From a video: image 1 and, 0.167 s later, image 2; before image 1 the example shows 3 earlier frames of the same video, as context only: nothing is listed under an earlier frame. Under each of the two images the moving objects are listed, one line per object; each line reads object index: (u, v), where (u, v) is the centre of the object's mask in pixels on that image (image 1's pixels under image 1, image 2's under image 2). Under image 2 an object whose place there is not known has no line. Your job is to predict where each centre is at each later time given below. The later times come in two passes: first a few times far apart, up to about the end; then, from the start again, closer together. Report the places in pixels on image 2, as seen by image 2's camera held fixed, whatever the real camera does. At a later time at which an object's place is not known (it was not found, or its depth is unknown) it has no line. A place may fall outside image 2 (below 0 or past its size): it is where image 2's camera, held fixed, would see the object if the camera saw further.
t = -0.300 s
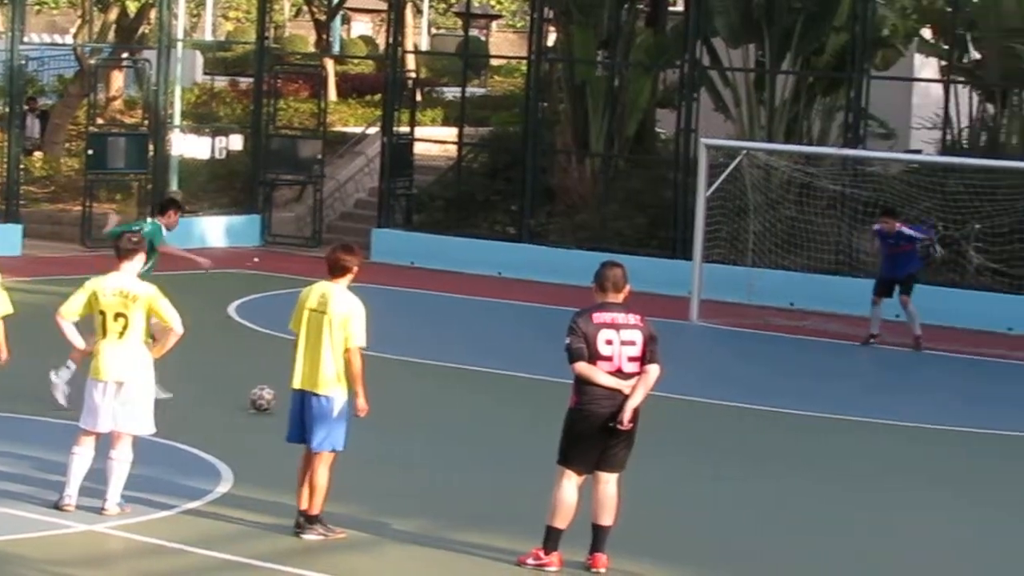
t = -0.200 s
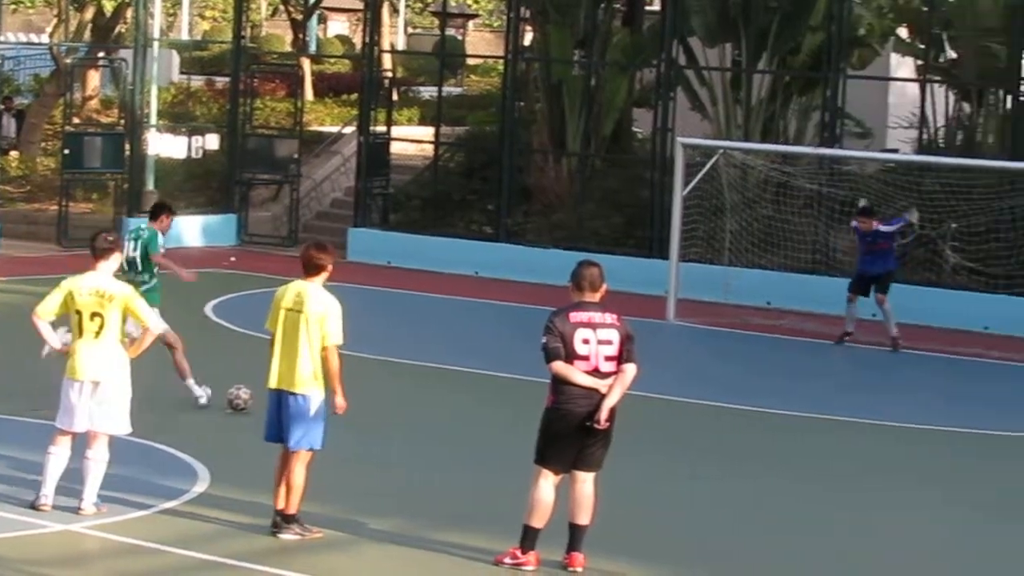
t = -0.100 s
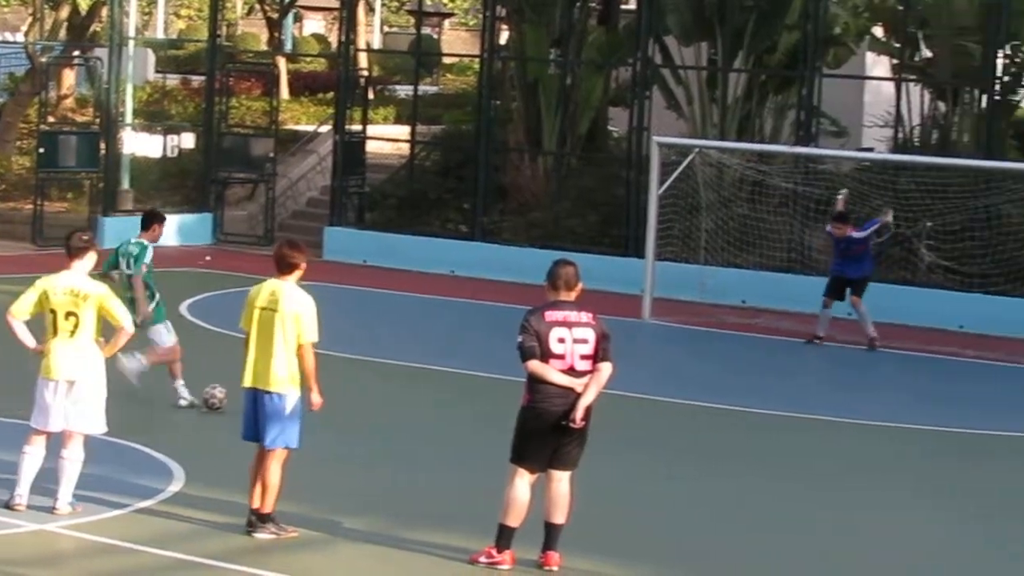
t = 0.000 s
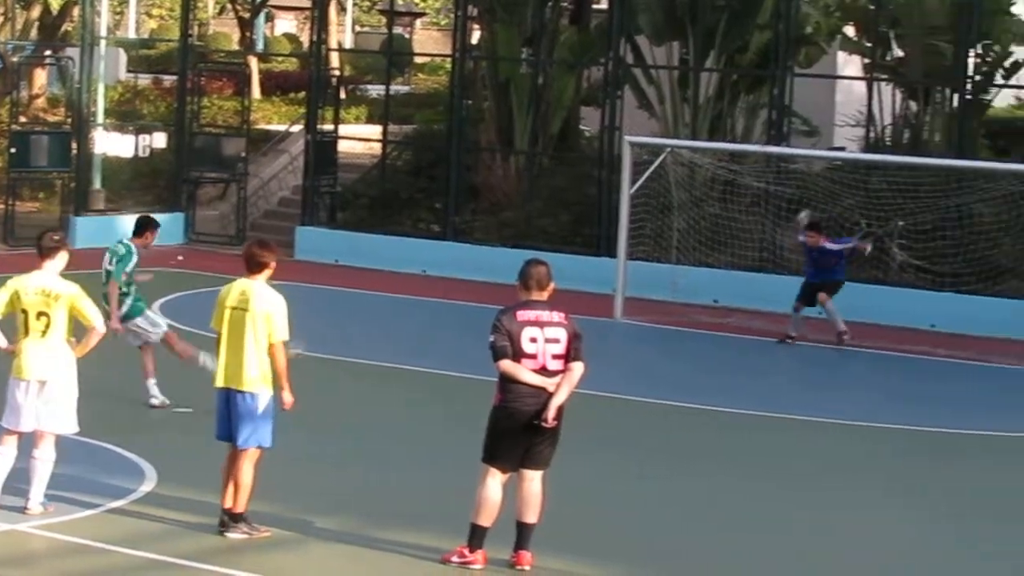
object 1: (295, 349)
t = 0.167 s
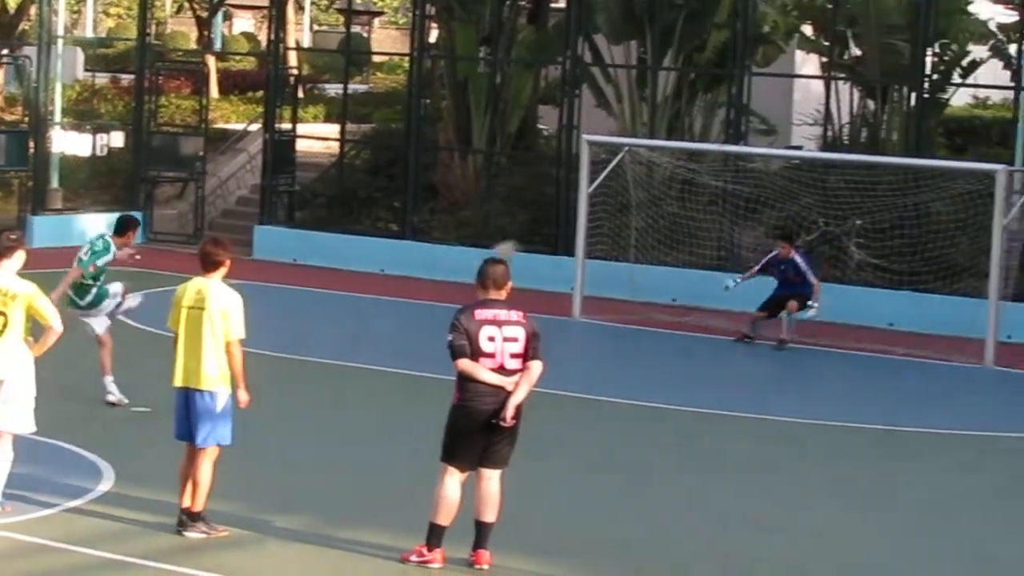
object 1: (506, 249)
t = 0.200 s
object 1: (545, 237)
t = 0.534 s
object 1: (765, 166)
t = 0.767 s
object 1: (743, 186)
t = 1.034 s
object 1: (717, 267)
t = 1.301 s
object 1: (691, 281)
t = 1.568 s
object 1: (667, 229)
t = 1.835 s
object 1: (638, 244)
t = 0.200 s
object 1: (545, 237)
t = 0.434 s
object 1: (759, 164)
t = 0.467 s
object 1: (765, 165)
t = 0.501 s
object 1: (767, 166)
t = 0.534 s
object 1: (765, 166)
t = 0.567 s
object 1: (762, 166)
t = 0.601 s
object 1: (759, 166)
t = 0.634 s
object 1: (757, 168)
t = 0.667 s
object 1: (754, 172)
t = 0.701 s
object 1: (751, 175)
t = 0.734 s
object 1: (746, 181)
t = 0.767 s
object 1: (743, 186)
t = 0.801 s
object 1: (741, 194)
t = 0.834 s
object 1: (737, 202)
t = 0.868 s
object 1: (734, 211)
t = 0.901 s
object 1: (730, 219)
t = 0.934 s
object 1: (727, 230)
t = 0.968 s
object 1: (724, 242)
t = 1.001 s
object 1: (720, 255)
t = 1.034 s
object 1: (717, 267)
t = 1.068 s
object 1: (713, 283)
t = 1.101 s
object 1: (711, 299)
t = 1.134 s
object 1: (706, 314)
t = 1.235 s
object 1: (696, 301)
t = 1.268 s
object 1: (695, 292)
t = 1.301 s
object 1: (691, 281)
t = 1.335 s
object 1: (688, 270)
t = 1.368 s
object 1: (685, 261)
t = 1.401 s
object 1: (682, 254)
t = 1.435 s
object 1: (680, 248)
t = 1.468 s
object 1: (677, 242)
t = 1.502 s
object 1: (673, 236)
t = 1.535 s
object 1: (670, 233)
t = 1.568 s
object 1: (667, 229)
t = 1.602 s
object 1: (663, 227)
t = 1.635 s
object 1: (660, 226)
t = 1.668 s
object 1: (656, 227)
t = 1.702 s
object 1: (653, 228)
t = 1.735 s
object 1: (649, 230)
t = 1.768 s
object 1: (646, 234)
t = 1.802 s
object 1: (641, 238)
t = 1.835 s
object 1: (638, 244)
